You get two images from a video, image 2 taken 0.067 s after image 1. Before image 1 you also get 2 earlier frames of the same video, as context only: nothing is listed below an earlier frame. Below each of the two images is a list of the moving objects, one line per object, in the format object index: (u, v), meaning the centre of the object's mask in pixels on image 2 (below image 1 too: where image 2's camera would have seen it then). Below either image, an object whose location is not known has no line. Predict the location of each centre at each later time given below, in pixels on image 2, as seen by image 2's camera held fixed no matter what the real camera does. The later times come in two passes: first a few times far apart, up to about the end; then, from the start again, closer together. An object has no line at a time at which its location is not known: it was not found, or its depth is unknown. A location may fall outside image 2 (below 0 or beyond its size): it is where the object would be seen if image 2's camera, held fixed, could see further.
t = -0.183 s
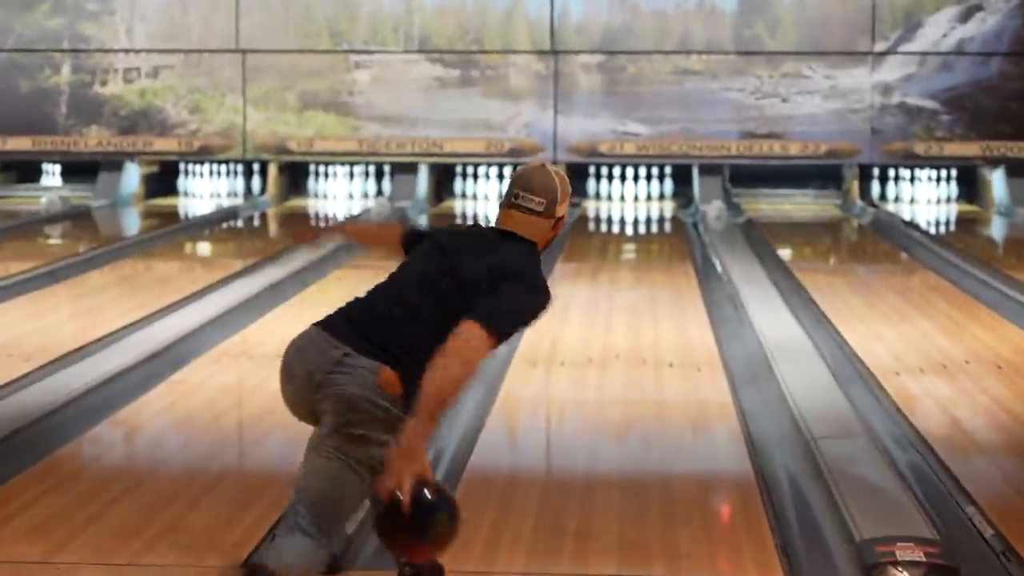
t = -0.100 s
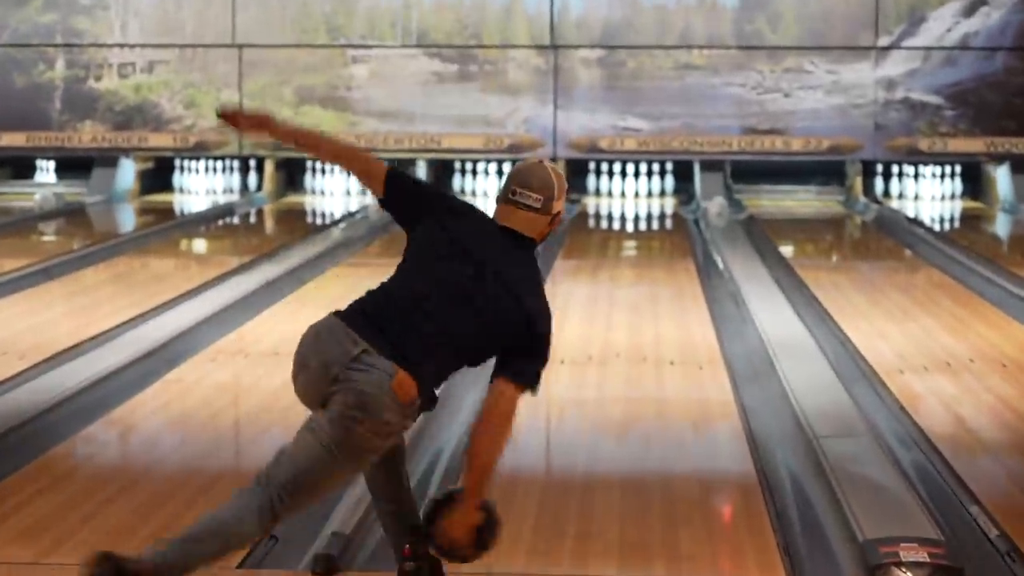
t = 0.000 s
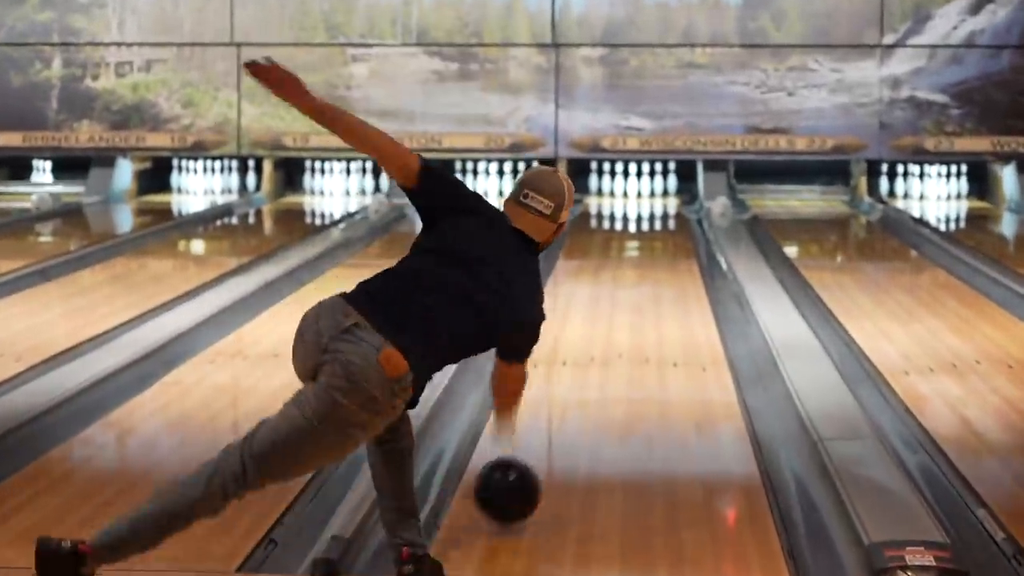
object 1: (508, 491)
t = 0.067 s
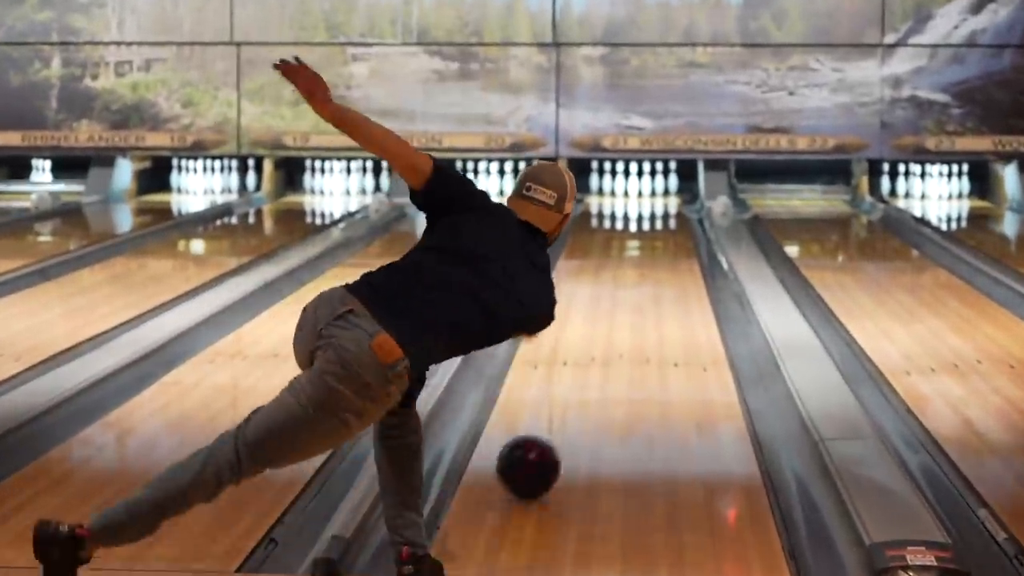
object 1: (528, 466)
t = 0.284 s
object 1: (578, 391)
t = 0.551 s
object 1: (618, 333)
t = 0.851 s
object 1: (643, 284)
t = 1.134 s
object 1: (658, 255)
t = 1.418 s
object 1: (667, 232)
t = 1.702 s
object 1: (668, 214)
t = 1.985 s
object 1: (659, 202)
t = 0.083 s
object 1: (533, 460)
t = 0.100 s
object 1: (538, 453)
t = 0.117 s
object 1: (542, 447)
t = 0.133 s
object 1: (546, 440)
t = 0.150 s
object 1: (550, 434)
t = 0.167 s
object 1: (554, 428)
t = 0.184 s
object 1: (557, 422)
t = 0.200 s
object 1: (561, 417)
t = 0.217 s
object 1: (564, 411)
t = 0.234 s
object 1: (568, 406)
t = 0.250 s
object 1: (572, 400)
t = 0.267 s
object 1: (575, 395)
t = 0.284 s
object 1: (578, 391)
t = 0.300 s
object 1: (581, 386)
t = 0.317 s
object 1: (584, 382)
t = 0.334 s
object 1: (586, 377)
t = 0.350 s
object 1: (589, 373)
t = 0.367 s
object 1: (592, 369)
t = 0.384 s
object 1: (594, 364)
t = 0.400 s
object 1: (597, 360)
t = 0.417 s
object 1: (599, 356)
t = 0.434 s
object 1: (602, 353)
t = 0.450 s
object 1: (604, 349)
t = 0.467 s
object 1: (606, 345)
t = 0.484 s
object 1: (608, 342)
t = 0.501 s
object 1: (610, 338)
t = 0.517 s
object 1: (612, 335)
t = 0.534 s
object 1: (614, 332)
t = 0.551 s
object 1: (618, 333)
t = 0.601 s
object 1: (622, 320)
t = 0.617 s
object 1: (624, 318)
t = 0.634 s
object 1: (625, 315)
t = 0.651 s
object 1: (627, 312)
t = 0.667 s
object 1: (628, 309)
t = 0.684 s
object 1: (630, 307)
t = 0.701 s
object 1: (631, 304)
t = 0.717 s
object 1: (633, 302)
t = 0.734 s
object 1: (634, 299)
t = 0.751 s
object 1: (635, 297)
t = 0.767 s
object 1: (637, 295)
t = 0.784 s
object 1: (638, 293)
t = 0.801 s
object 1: (640, 290)
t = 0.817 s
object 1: (641, 288)
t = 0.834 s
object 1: (642, 286)
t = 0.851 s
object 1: (643, 284)
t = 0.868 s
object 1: (644, 282)
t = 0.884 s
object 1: (645, 280)
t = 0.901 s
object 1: (646, 278)
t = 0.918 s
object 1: (648, 276)
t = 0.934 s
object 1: (649, 274)
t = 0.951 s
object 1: (650, 273)
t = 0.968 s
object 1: (651, 271)
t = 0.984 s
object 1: (651, 269)
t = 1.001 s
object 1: (652, 267)
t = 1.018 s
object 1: (653, 265)
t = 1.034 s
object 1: (654, 264)
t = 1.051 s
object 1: (655, 262)
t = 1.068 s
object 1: (656, 261)
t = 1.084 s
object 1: (656, 259)
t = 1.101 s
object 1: (657, 257)
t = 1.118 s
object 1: (658, 256)
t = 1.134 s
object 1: (658, 255)
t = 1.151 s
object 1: (660, 253)
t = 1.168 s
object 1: (660, 252)
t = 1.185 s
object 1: (660, 251)
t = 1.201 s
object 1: (662, 248)
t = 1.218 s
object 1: (662, 247)
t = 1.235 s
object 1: (662, 246)
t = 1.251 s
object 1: (663, 245)
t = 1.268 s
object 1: (664, 244)
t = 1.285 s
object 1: (665, 242)
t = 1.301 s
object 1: (665, 241)
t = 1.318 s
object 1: (666, 240)
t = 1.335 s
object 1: (666, 239)
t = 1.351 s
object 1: (666, 237)
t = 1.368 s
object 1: (666, 236)
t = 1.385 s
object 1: (667, 235)
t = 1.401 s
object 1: (667, 233)
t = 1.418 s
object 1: (667, 232)
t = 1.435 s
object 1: (667, 232)
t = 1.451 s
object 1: (667, 231)
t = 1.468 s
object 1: (667, 228)
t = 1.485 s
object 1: (667, 228)
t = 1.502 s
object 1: (668, 227)
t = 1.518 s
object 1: (668, 225)
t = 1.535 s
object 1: (669, 224)
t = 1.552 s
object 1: (669, 223)
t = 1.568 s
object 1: (668, 222)
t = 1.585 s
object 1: (669, 221)
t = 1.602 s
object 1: (668, 220)
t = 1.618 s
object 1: (668, 219)
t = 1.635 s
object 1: (668, 219)
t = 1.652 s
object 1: (668, 217)
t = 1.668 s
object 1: (668, 217)
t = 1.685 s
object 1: (668, 216)
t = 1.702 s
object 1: (668, 214)
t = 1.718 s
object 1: (668, 214)
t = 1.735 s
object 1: (667, 213)
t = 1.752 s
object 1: (667, 212)
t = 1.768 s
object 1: (667, 211)
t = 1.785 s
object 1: (666, 211)
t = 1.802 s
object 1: (666, 210)
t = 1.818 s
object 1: (665, 209)
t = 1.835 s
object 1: (665, 208)
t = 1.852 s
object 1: (665, 208)
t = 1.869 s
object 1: (664, 207)
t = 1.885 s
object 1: (664, 206)
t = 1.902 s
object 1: (663, 206)
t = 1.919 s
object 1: (662, 205)
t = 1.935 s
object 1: (662, 205)
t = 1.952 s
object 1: (661, 204)
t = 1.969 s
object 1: (660, 203)
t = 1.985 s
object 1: (659, 202)
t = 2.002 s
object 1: (659, 201)
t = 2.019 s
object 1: (658, 200)
